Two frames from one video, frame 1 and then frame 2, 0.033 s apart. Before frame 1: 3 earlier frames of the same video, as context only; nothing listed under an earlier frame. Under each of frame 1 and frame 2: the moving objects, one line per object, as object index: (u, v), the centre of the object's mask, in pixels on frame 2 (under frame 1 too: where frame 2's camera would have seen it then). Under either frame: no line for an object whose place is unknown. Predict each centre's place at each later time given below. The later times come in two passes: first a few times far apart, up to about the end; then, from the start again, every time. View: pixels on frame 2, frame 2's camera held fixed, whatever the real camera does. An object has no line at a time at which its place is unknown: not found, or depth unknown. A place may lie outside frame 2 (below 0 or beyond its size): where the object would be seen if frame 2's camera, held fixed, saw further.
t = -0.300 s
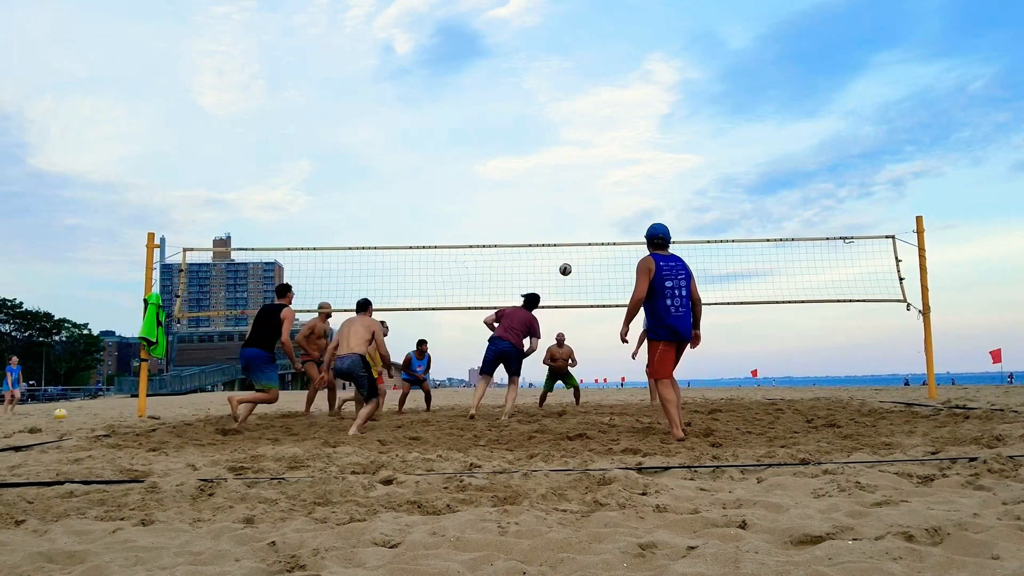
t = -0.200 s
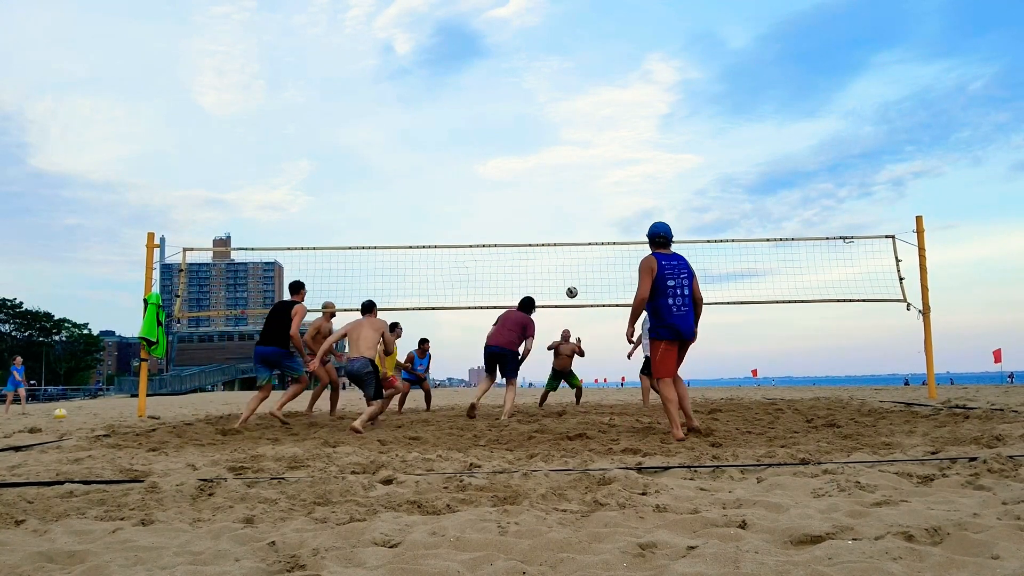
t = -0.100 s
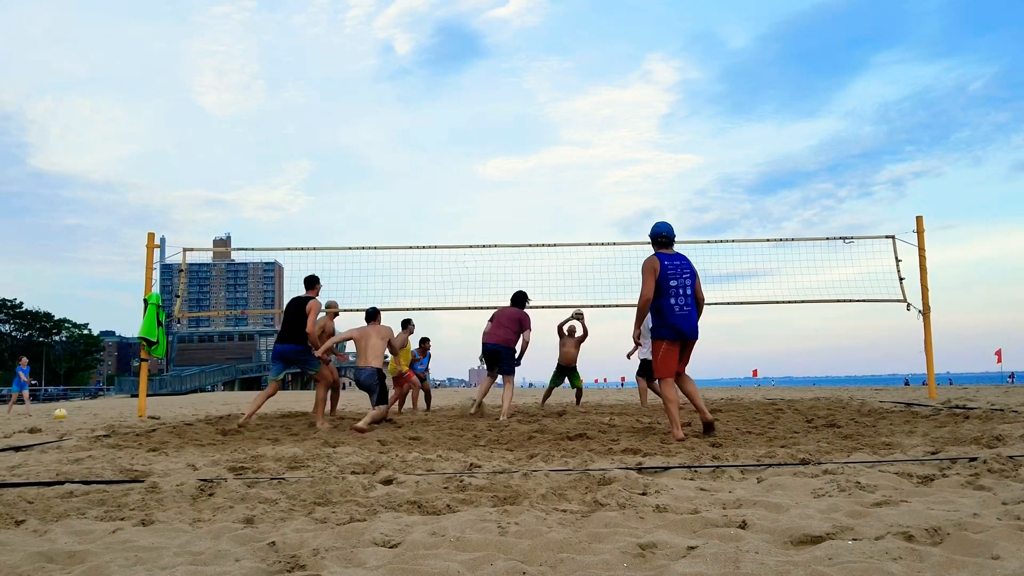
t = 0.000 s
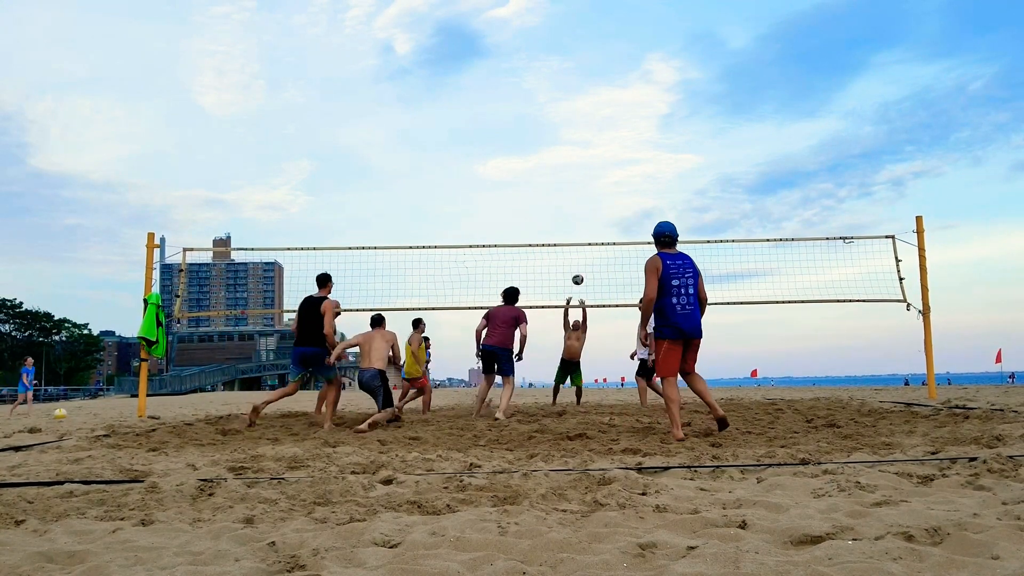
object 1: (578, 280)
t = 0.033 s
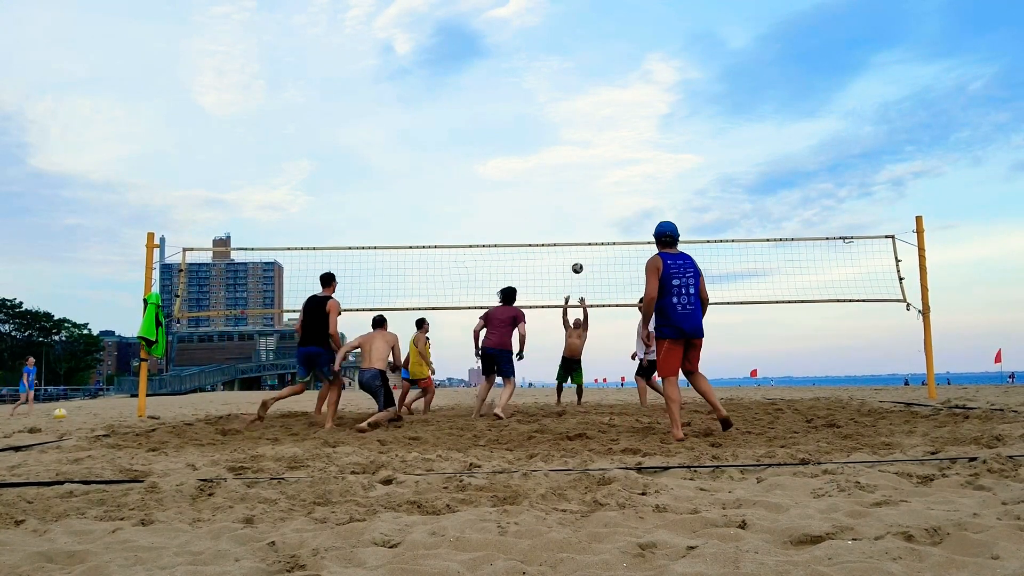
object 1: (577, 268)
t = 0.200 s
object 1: (576, 219)
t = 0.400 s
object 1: (575, 178)
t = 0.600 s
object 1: (575, 156)
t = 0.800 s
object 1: (575, 156)
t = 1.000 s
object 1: (575, 179)
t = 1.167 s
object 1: (576, 216)
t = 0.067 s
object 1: (577, 257)
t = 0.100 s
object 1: (577, 248)
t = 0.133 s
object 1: (577, 237)
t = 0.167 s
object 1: (576, 228)
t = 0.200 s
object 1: (576, 219)
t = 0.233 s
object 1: (576, 211)
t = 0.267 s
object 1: (576, 204)
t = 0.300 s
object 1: (576, 196)
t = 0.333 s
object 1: (575, 190)
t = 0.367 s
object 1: (575, 184)
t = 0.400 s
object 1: (575, 178)
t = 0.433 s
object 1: (575, 173)
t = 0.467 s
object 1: (575, 169)
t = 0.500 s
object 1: (575, 165)
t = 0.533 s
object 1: (575, 161)
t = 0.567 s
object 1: (575, 159)
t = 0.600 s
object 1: (575, 156)
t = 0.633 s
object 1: (575, 155)
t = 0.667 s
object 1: (575, 154)
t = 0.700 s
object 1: (575, 153)
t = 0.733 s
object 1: (575, 154)
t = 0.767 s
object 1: (575, 155)
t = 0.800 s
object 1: (575, 156)
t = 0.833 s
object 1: (575, 158)
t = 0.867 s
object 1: (575, 161)
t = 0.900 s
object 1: (575, 165)
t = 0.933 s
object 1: (575, 168)
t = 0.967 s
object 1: (575, 173)
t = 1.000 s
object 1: (575, 179)
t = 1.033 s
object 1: (575, 185)
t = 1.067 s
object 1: (576, 192)
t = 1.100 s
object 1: (576, 199)
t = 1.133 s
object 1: (576, 207)
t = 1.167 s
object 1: (576, 216)
